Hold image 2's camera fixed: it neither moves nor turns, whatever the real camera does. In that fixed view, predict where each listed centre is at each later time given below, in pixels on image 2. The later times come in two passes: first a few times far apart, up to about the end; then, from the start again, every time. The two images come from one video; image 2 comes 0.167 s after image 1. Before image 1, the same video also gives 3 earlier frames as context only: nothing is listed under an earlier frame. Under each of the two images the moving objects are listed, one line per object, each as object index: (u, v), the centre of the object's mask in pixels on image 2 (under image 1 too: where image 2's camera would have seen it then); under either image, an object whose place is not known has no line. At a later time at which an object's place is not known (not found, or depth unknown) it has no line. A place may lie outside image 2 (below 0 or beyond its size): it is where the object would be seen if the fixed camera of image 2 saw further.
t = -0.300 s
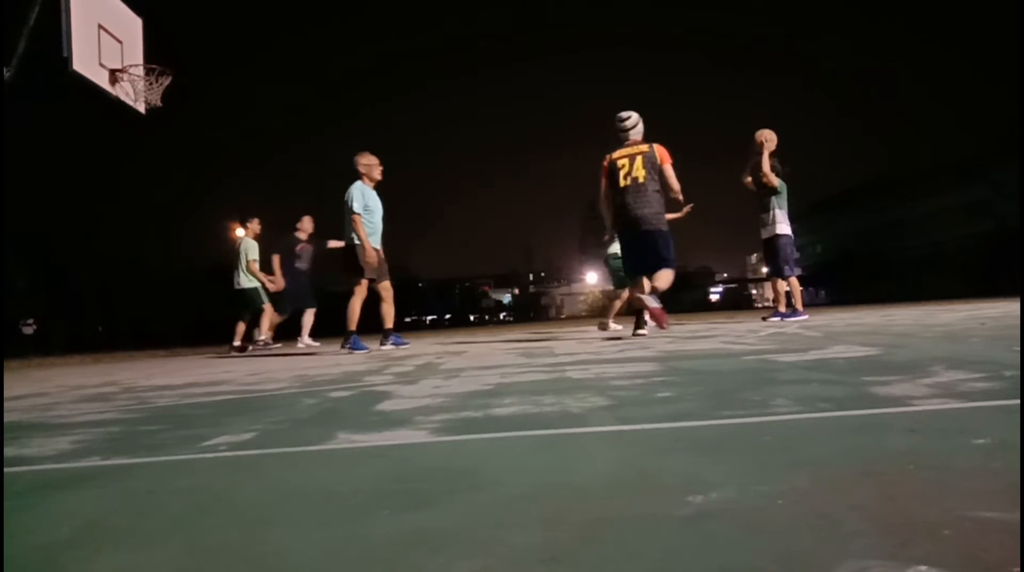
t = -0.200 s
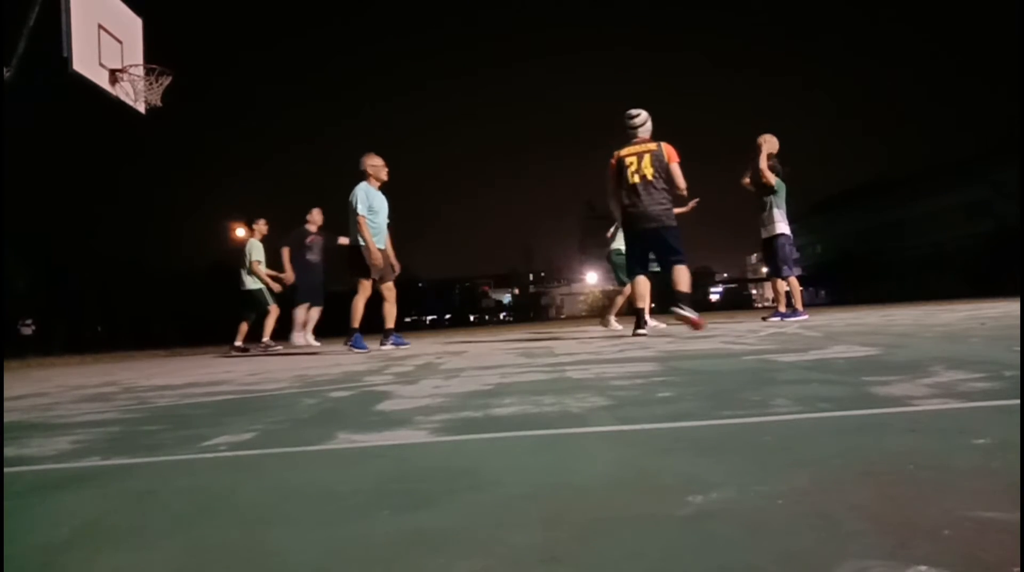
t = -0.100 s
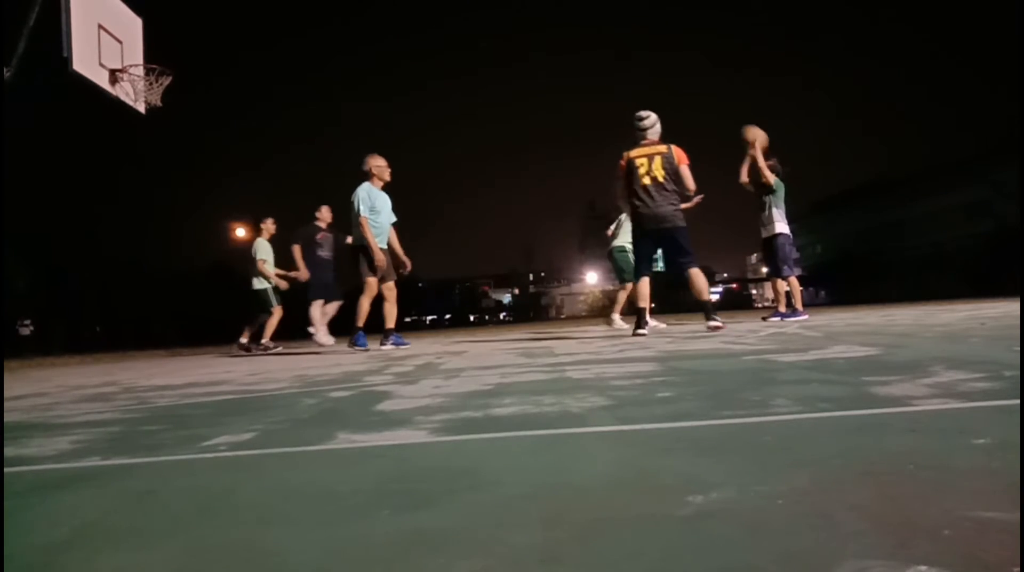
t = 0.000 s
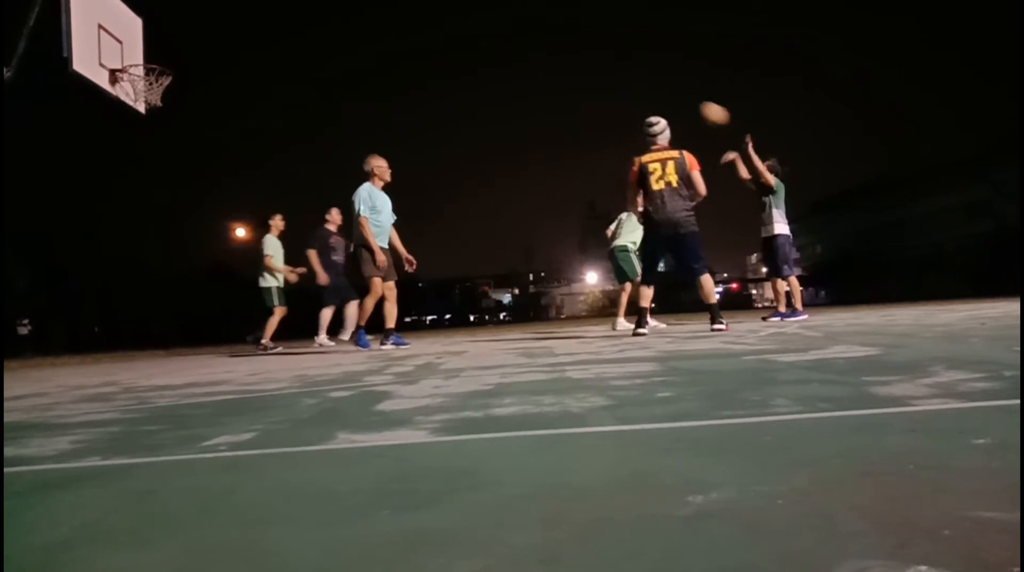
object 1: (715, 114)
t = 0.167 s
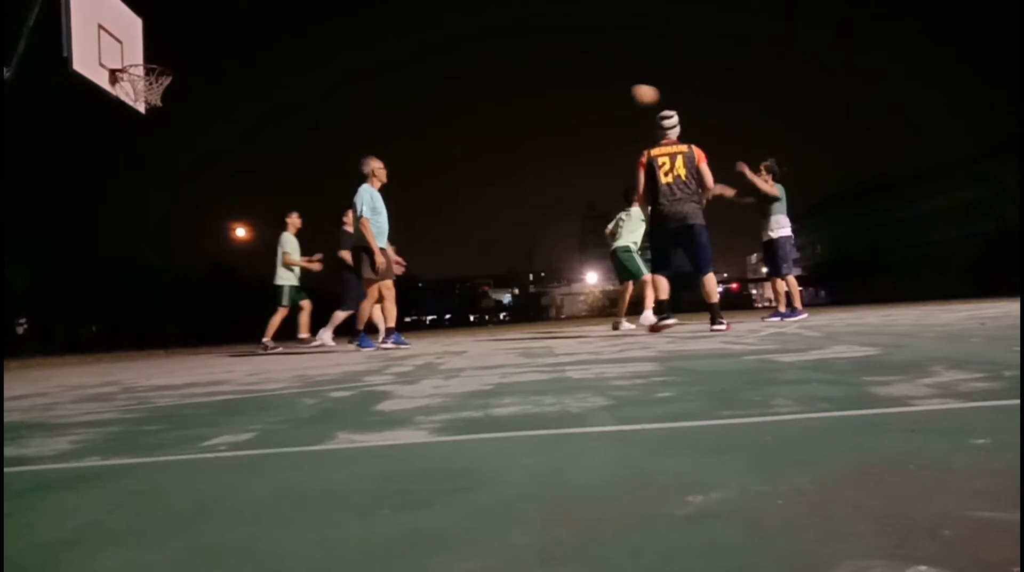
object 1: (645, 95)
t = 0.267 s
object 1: (607, 95)
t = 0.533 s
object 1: (516, 136)
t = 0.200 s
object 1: (632, 94)
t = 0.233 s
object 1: (620, 94)
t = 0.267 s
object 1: (607, 95)
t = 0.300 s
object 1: (595, 97)
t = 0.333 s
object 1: (583, 100)
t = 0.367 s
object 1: (572, 104)
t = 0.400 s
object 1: (560, 109)
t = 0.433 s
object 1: (549, 114)
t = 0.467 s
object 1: (538, 121)
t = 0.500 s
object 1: (527, 128)
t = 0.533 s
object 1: (516, 136)
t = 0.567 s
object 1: (506, 144)
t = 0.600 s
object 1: (495, 154)
